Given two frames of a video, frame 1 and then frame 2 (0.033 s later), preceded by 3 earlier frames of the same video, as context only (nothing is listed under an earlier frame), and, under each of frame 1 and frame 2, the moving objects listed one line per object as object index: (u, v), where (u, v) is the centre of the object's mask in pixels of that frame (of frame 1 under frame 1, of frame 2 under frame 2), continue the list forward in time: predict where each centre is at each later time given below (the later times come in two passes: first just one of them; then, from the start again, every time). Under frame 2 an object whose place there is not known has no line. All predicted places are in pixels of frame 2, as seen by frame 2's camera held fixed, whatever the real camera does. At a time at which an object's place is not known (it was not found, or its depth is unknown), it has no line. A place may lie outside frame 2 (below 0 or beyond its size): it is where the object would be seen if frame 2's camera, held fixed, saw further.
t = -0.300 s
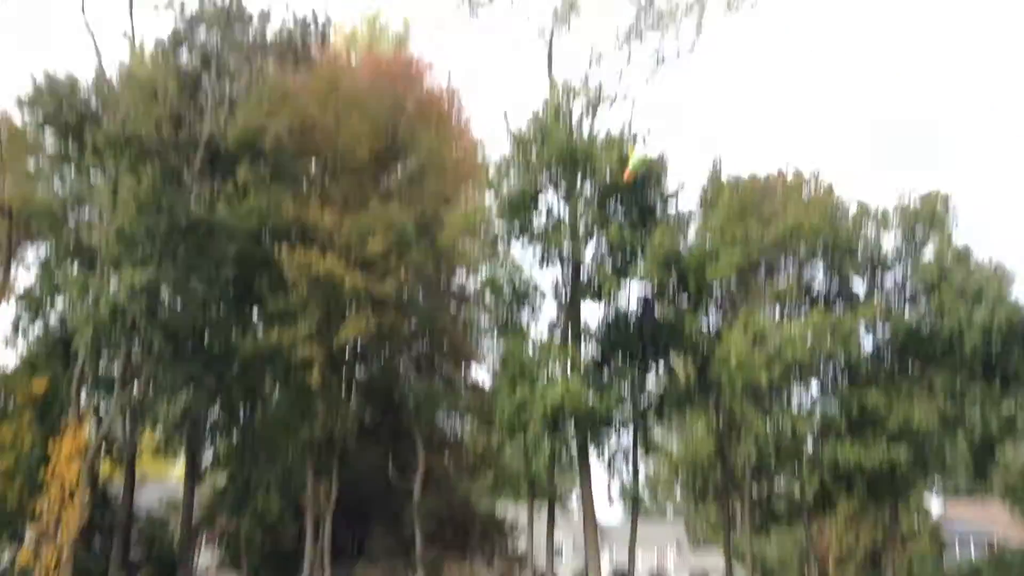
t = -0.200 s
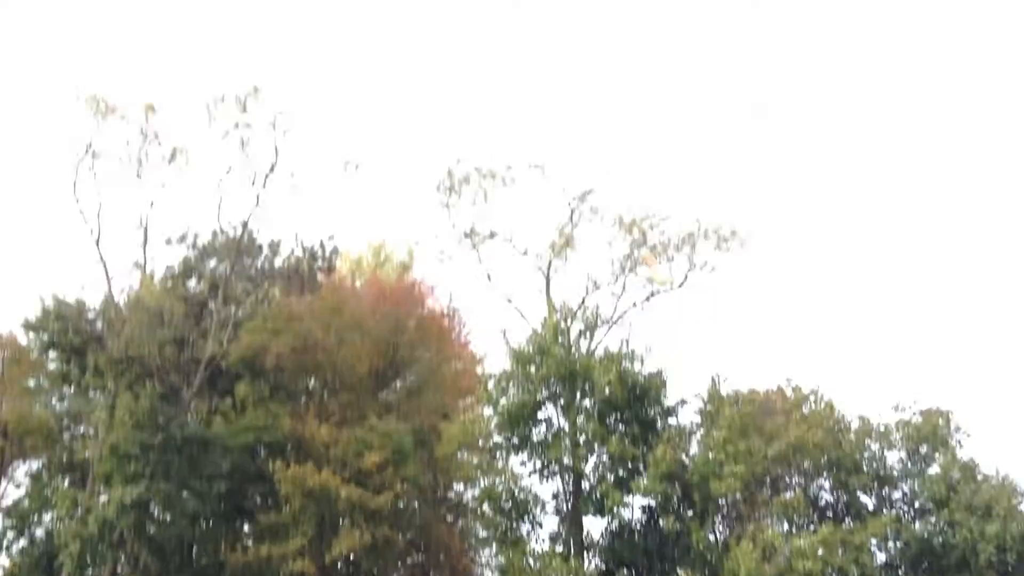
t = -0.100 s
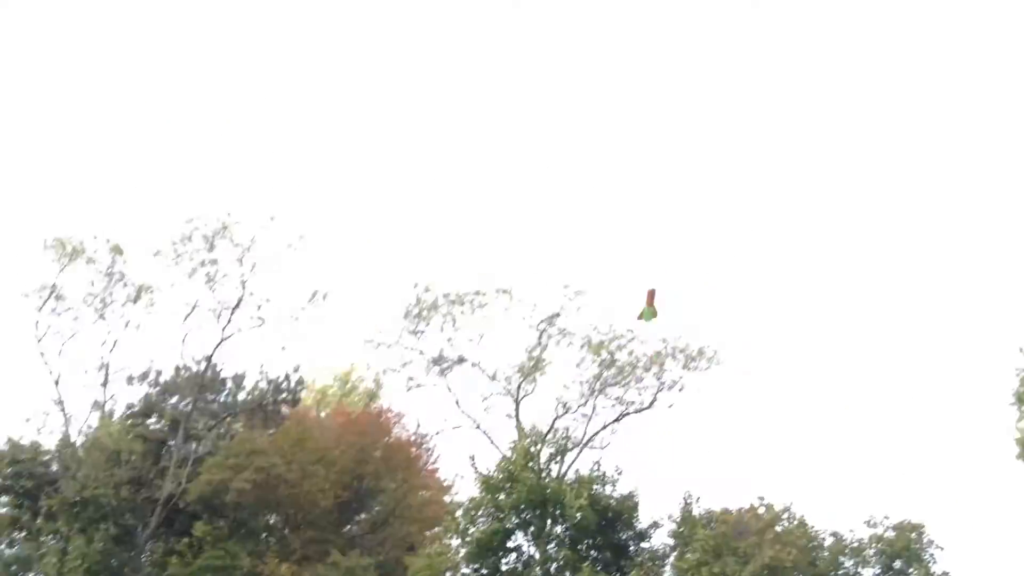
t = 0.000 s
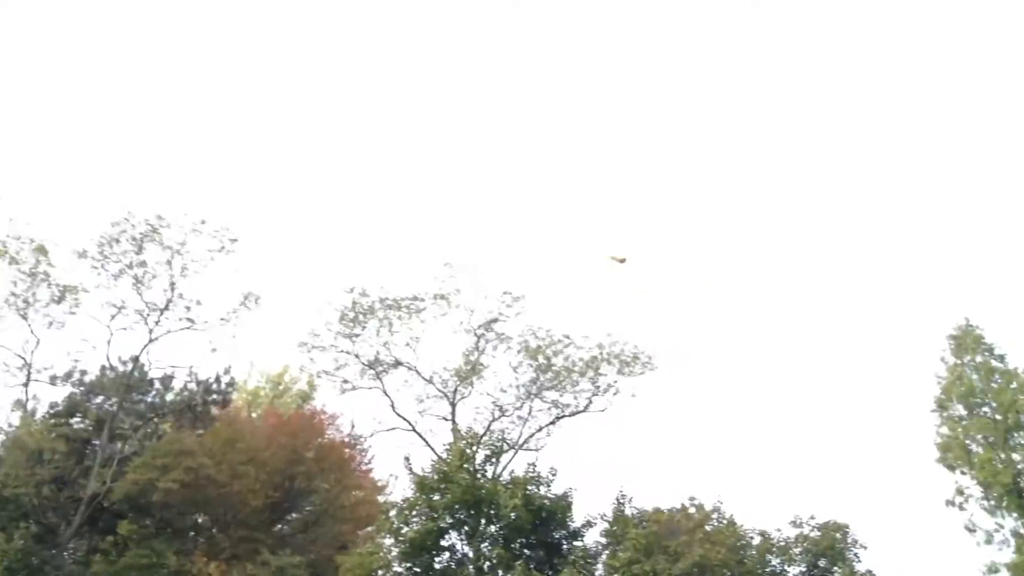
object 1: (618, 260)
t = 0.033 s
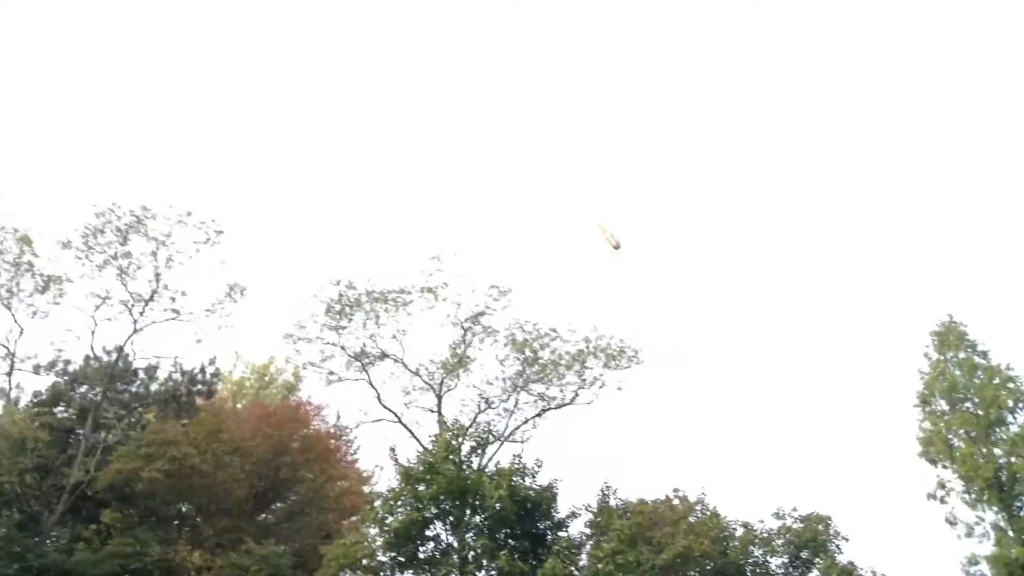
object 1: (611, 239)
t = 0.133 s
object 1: (641, 183)
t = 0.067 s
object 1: (621, 219)
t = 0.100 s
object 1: (629, 194)
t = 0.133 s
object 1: (641, 183)
